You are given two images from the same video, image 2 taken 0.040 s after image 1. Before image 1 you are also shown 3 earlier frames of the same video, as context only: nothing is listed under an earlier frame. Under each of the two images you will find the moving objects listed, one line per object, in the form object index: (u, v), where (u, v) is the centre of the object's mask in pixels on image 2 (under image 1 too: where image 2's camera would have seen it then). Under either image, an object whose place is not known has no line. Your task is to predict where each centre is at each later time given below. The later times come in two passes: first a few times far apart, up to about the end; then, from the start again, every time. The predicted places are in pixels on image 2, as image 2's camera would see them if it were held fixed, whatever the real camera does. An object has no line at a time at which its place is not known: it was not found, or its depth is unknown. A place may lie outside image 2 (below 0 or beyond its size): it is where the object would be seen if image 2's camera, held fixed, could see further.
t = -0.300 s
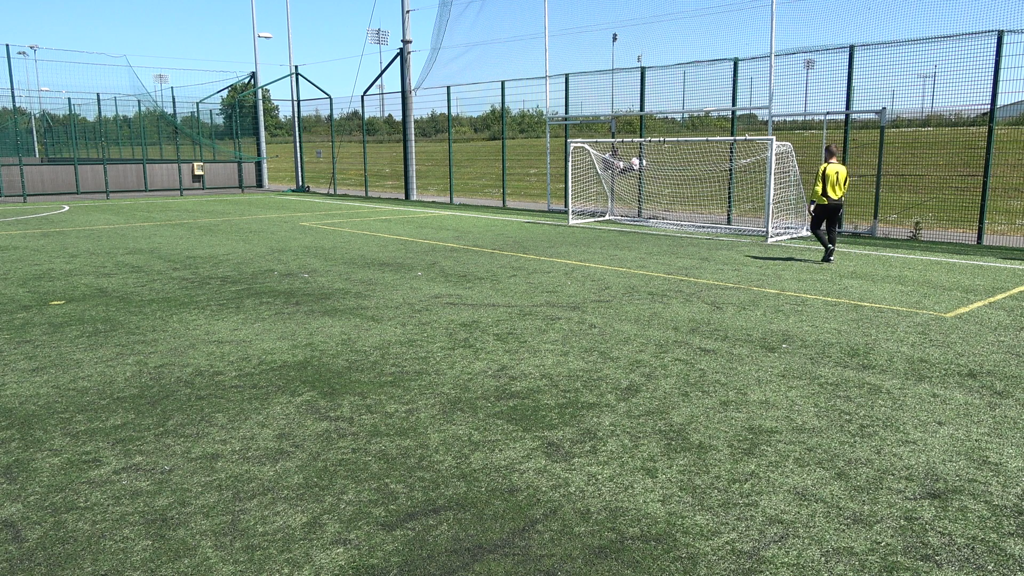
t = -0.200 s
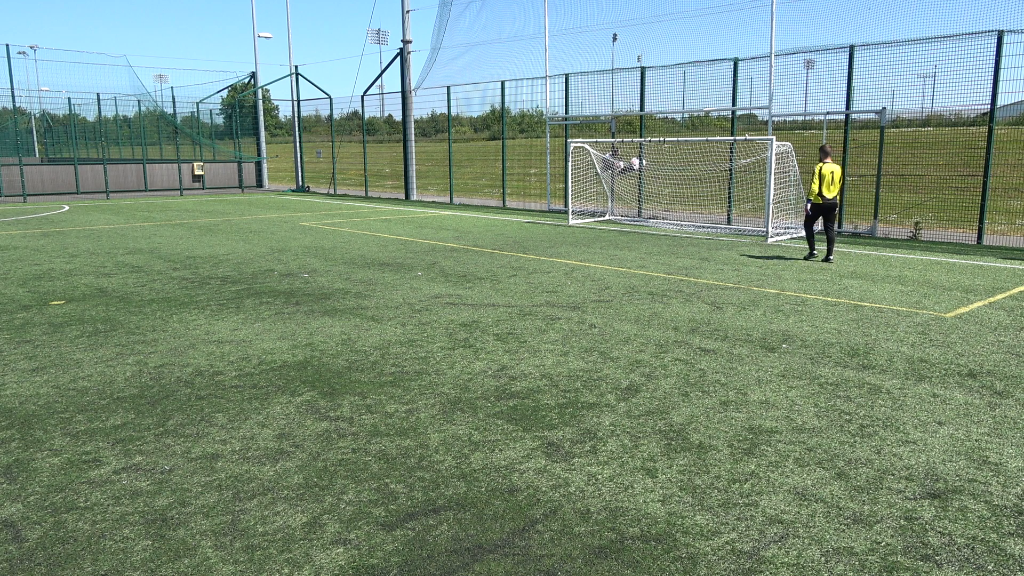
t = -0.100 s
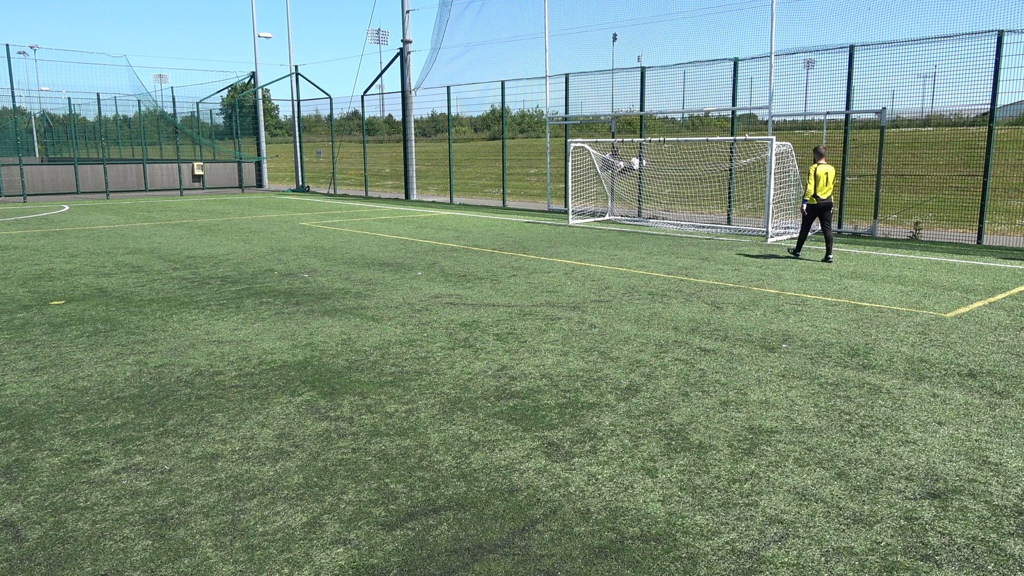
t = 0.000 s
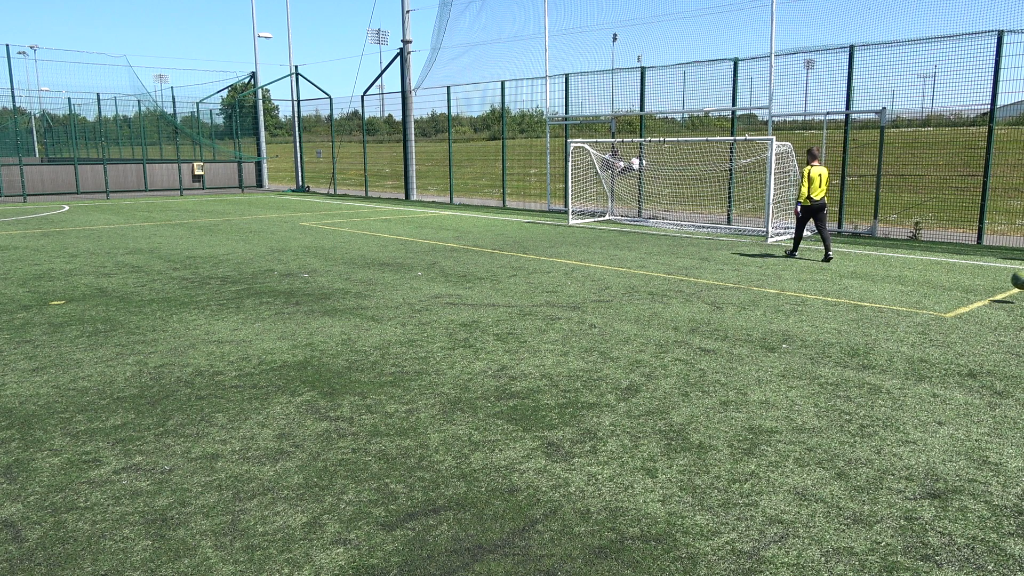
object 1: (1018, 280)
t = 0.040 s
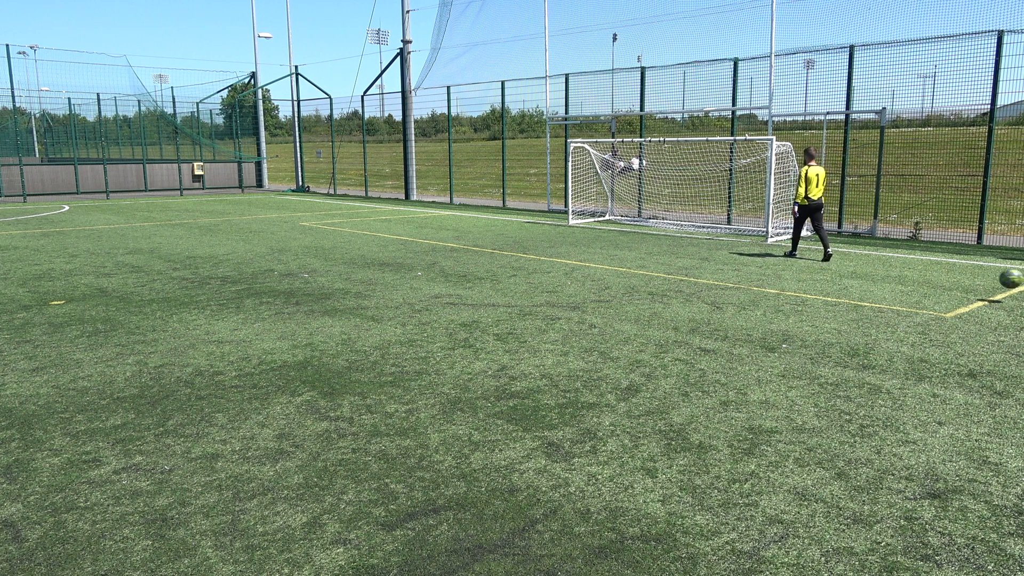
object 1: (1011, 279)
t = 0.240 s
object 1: (950, 290)
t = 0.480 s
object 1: (889, 283)
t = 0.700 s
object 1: (835, 284)
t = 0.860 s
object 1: (797, 284)
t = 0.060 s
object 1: (1005, 278)
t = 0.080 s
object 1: (998, 279)
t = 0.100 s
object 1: (992, 279)
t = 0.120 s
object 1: (986, 280)
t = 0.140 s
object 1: (980, 282)
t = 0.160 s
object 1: (974, 283)
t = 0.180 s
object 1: (968, 285)
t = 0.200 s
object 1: (962, 288)
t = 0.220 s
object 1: (955, 290)
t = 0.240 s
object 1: (950, 290)
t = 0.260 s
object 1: (945, 288)
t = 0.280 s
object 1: (940, 286)
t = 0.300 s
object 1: (935, 284)
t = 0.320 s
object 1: (930, 283)
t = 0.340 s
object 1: (925, 282)
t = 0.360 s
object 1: (920, 281)
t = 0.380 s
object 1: (915, 280)
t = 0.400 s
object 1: (910, 280)
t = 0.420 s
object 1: (904, 281)
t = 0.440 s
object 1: (899, 281)
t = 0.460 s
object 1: (894, 282)
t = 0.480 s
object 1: (889, 283)
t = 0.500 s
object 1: (884, 285)
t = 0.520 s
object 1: (878, 287)
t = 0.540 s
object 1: (873, 288)
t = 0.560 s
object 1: (869, 287)
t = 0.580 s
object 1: (864, 285)
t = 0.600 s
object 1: (859, 284)
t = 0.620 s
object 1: (854, 283)
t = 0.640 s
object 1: (849, 283)
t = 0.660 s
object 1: (844, 283)
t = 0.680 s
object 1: (839, 284)
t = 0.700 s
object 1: (835, 284)
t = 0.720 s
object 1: (829, 286)
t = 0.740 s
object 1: (825, 286)
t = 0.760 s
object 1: (820, 285)
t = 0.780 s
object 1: (815, 285)
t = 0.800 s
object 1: (811, 284)
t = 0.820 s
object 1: (806, 284)
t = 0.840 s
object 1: (801, 284)
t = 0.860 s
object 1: (797, 284)
